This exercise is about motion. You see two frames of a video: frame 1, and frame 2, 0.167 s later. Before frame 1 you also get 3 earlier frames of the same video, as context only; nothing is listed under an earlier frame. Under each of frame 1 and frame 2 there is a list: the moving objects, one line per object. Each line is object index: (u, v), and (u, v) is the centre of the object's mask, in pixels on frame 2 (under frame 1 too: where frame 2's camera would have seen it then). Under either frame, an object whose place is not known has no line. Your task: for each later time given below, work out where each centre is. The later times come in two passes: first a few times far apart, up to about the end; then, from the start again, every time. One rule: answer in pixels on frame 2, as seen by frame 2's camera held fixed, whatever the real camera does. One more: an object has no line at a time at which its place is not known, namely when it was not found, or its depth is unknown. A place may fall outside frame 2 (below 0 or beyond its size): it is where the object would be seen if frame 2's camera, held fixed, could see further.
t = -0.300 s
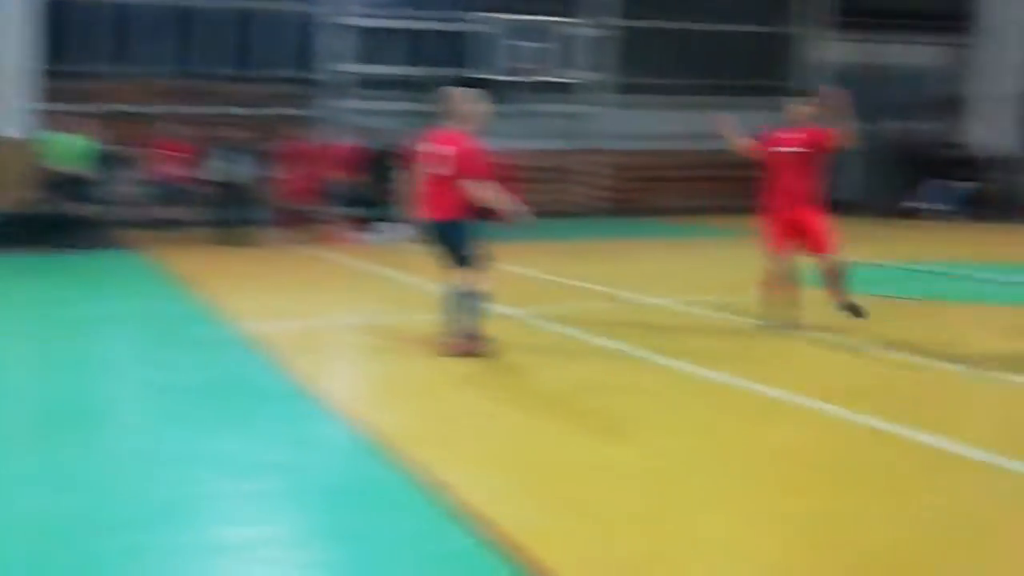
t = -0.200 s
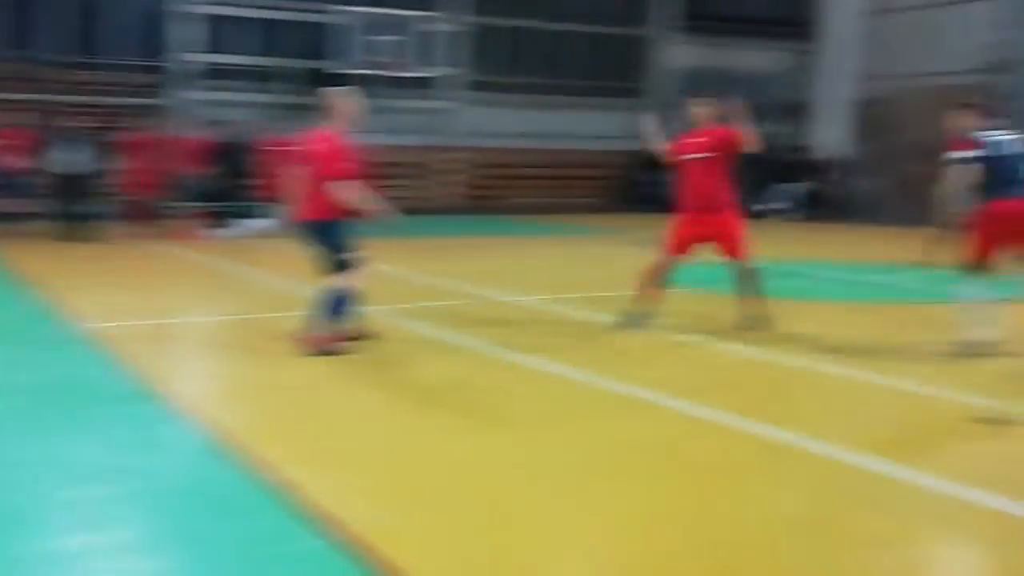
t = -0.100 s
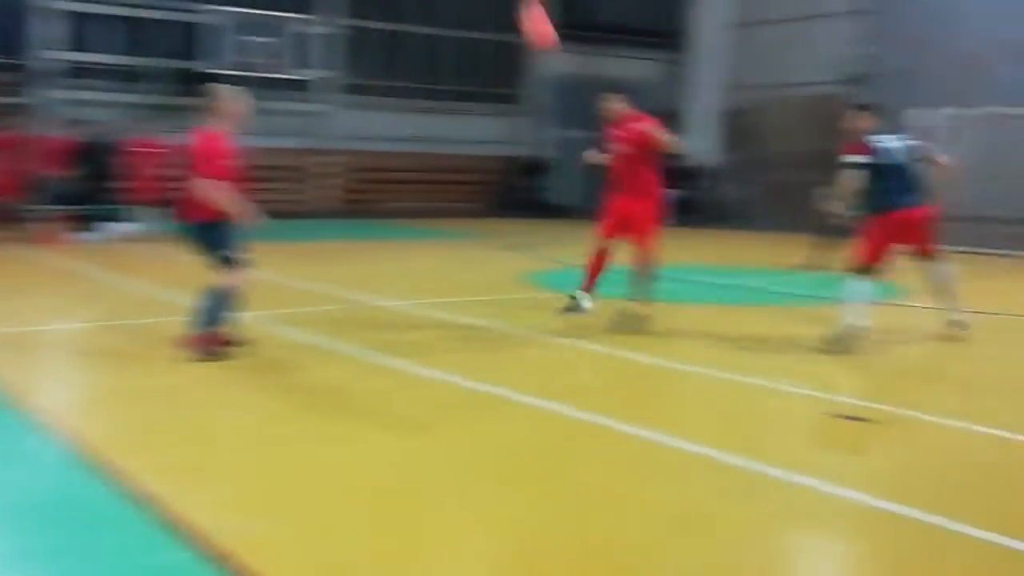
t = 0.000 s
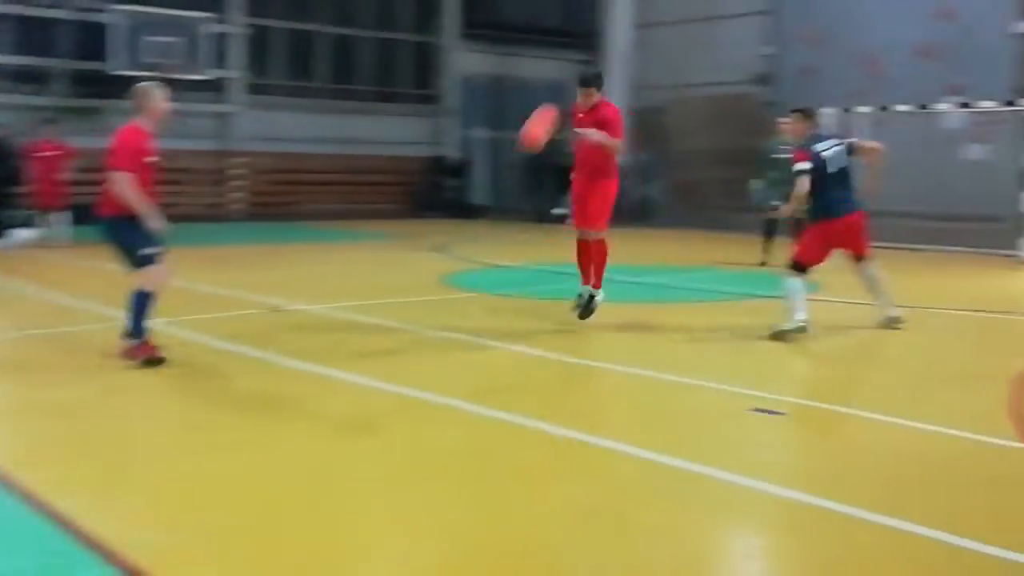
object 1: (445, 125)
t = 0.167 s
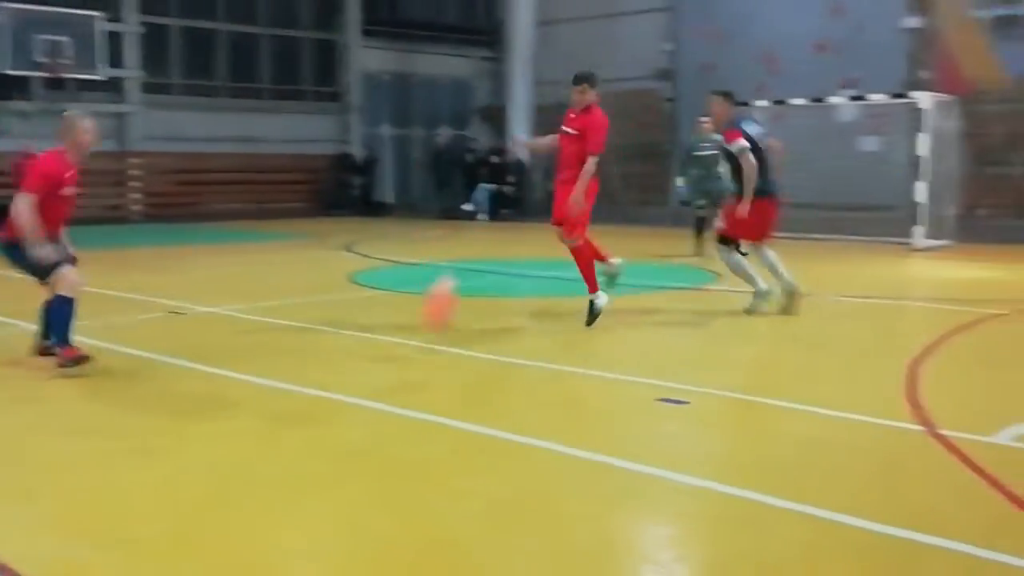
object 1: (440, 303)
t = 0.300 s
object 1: (418, 289)
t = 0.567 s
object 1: (349, 200)
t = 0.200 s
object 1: (438, 342)
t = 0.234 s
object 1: (433, 328)
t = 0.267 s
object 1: (425, 308)
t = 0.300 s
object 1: (418, 289)
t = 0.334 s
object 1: (412, 274)
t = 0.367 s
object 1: (403, 259)
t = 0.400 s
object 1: (395, 244)
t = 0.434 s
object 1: (388, 232)
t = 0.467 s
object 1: (379, 220)
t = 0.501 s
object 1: (371, 211)
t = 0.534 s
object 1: (360, 205)
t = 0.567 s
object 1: (349, 200)
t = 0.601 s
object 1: (339, 195)
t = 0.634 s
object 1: (328, 194)
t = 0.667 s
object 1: (316, 195)
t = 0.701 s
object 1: (304, 199)
